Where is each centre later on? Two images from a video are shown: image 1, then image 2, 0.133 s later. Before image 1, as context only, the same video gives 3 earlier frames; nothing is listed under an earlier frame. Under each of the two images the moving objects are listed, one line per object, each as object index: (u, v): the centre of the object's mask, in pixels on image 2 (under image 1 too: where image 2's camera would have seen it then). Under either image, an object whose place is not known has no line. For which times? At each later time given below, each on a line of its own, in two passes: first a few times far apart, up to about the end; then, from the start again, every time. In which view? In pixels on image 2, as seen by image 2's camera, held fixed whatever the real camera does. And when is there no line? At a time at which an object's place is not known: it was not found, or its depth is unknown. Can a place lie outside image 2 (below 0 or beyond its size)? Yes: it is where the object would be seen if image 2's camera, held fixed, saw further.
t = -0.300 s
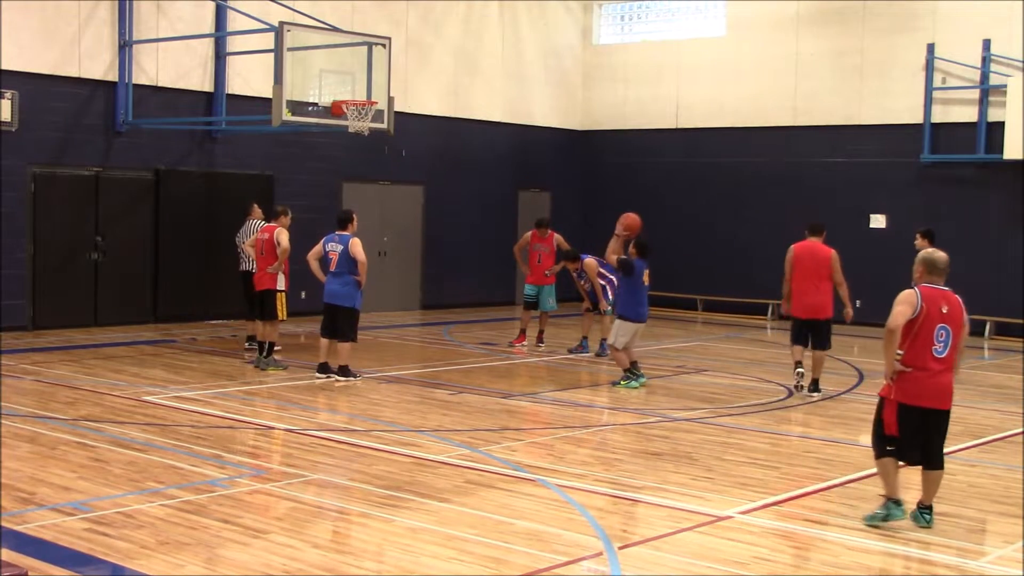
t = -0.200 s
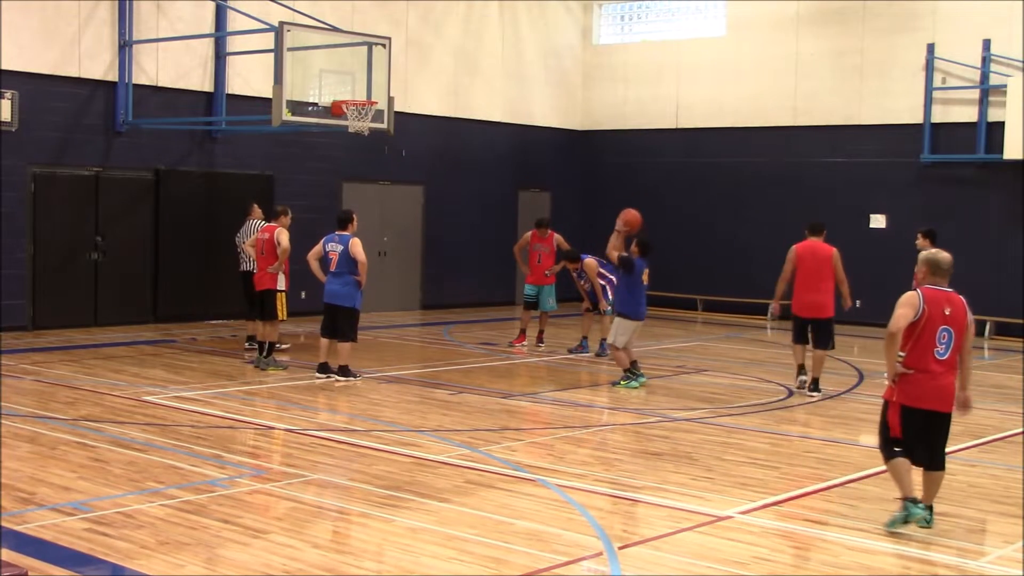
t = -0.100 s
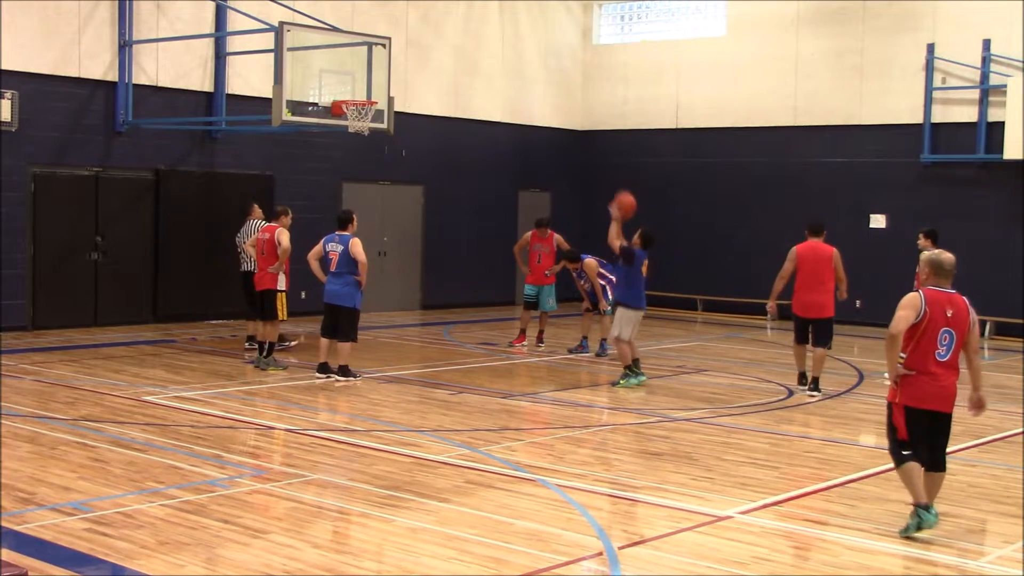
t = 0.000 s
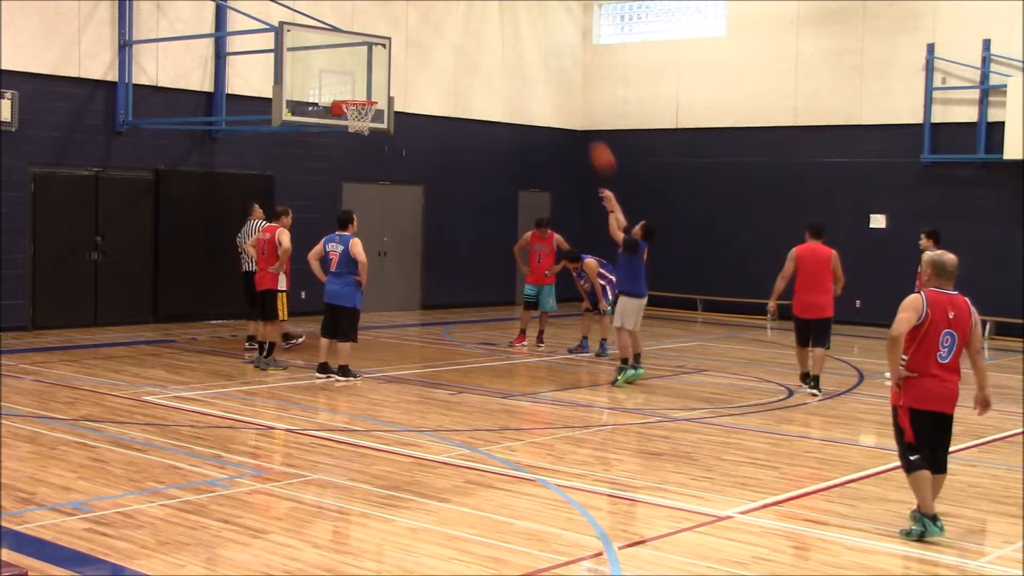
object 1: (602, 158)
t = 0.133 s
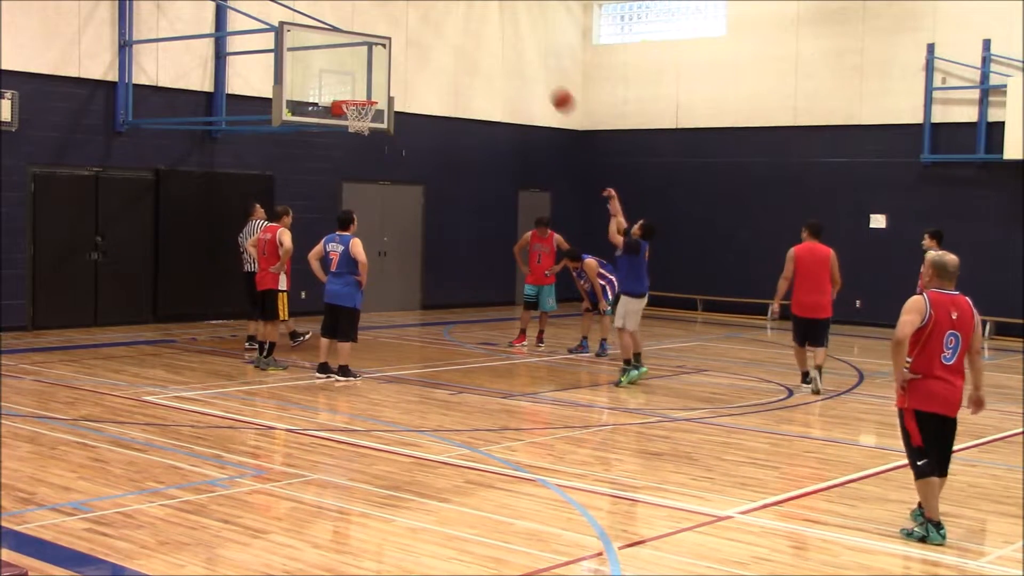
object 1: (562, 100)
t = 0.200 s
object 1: (543, 78)
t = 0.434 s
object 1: (480, 35)
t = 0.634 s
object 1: (431, 37)
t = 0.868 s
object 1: (379, 78)
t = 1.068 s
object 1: (334, 89)
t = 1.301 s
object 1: (285, 104)
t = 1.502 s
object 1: (268, 133)
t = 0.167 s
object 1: (553, 88)
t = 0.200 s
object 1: (543, 78)
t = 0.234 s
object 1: (533, 69)
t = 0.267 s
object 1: (524, 60)
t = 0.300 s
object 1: (515, 53)
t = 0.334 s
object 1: (506, 47)
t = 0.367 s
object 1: (498, 42)
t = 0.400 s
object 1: (489, 38)
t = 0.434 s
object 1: (480, 35)
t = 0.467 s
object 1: (472, 33)
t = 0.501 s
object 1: (464, 32)
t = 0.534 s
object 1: (455, 32)
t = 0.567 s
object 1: (447, 33)
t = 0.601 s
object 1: (439, 35)
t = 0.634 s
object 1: (431, 37)
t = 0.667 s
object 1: (423, 41)
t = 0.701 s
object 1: (416, 45)
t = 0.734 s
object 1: (408, 50)
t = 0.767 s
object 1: (401, 56)
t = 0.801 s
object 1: (393, 63)
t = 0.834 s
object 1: (385, 70)
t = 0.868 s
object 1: (379, 78)
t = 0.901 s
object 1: (371, 88)
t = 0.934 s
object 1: (364, 94)
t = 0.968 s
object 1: (356, 92)
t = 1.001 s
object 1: (349, 91)
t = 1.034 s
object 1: (341, 90)
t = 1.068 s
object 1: (334, 89)
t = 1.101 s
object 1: (326, 89)
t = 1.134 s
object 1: (318, 90)
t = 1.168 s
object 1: (311, 91)
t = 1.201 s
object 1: (303, 94)
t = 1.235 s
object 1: (295, 98)
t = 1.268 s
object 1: (287, 102)
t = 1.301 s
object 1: (285, 104)
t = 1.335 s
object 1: (282, 106)
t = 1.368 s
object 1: (280, 109)
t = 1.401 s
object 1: (277, 113)
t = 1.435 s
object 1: (274, 119)
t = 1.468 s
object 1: (272, 125)
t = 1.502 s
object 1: (268, 133)
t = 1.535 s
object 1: (266, 141)
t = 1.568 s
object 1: (263, 150)
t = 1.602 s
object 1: (261, 159)
